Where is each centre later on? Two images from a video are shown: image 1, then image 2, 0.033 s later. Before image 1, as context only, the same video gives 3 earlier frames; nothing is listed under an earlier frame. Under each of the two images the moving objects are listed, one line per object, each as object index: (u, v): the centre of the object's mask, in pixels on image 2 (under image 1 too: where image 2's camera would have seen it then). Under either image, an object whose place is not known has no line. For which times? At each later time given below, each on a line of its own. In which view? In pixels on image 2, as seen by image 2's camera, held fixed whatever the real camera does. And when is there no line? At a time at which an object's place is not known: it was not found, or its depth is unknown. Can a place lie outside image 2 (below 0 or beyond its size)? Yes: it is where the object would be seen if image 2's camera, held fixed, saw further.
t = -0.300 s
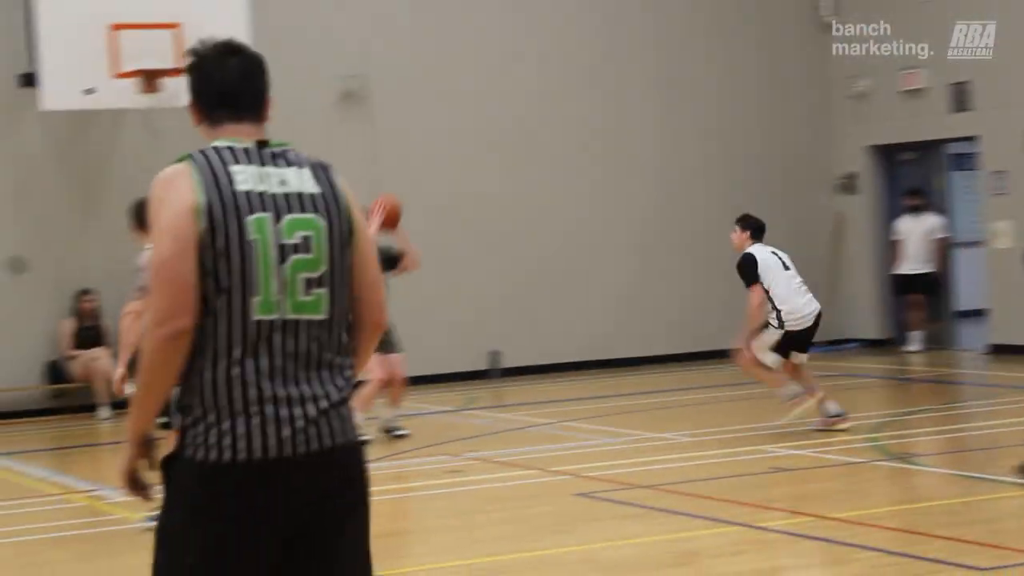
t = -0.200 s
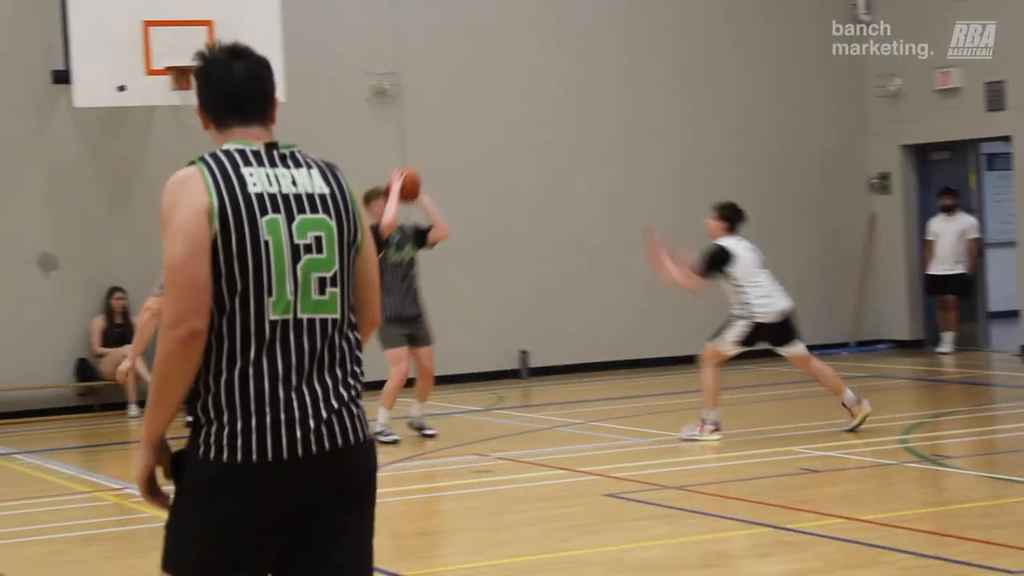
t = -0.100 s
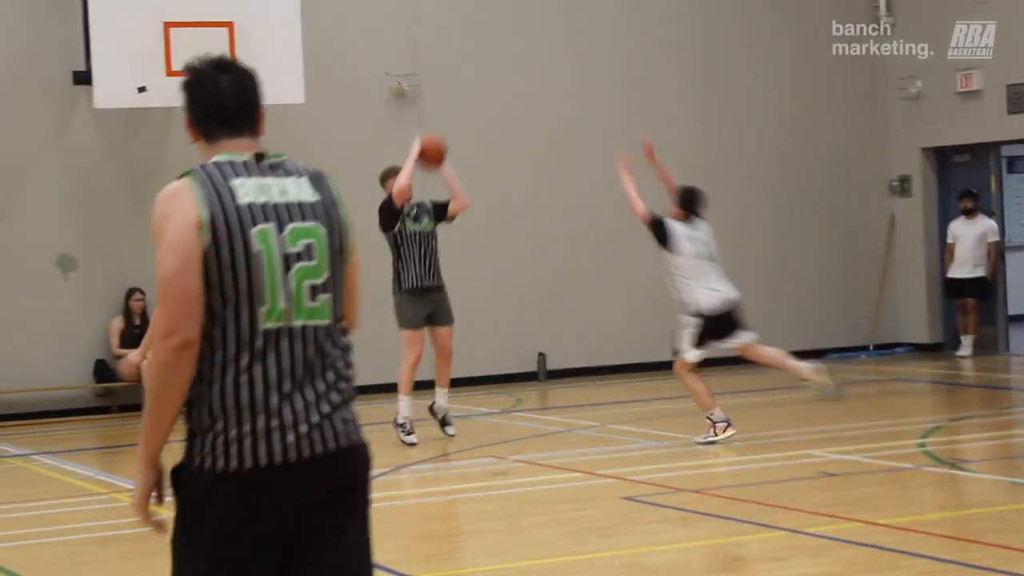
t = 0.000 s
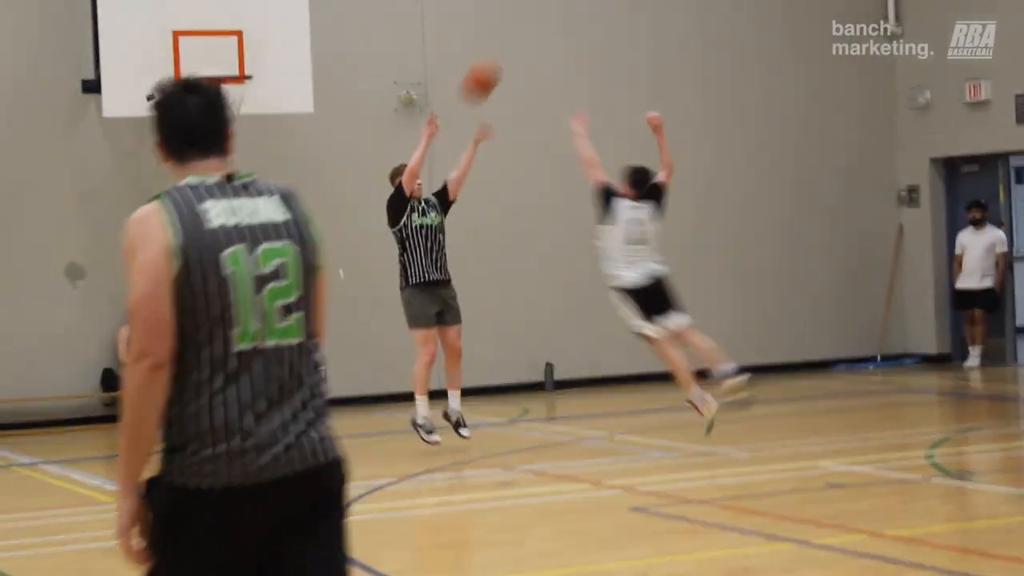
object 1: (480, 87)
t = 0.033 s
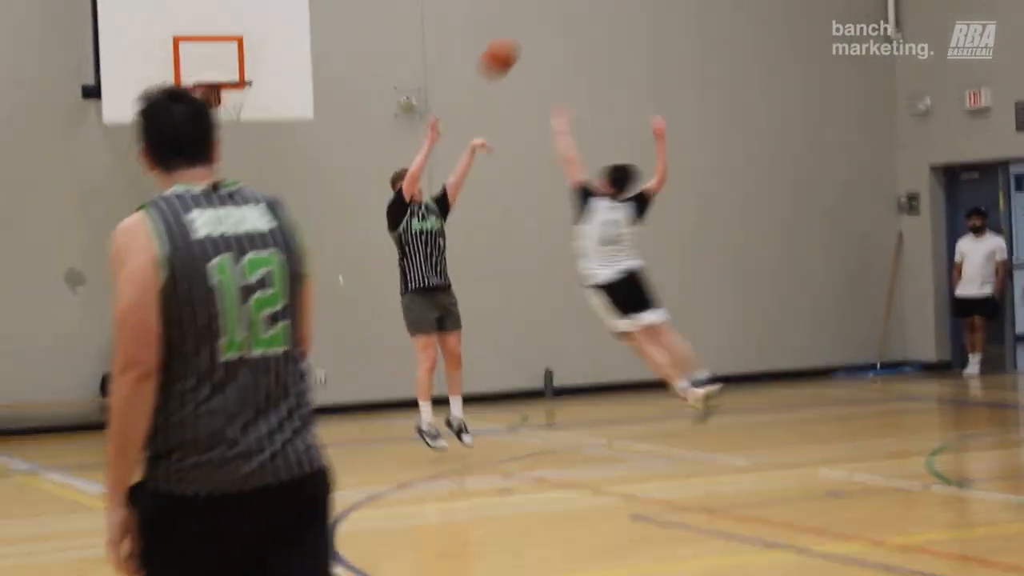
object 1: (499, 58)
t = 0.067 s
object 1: (519, 28)
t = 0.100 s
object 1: (538, -2)
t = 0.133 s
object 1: (559, -29)
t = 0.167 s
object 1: (578, -54)
